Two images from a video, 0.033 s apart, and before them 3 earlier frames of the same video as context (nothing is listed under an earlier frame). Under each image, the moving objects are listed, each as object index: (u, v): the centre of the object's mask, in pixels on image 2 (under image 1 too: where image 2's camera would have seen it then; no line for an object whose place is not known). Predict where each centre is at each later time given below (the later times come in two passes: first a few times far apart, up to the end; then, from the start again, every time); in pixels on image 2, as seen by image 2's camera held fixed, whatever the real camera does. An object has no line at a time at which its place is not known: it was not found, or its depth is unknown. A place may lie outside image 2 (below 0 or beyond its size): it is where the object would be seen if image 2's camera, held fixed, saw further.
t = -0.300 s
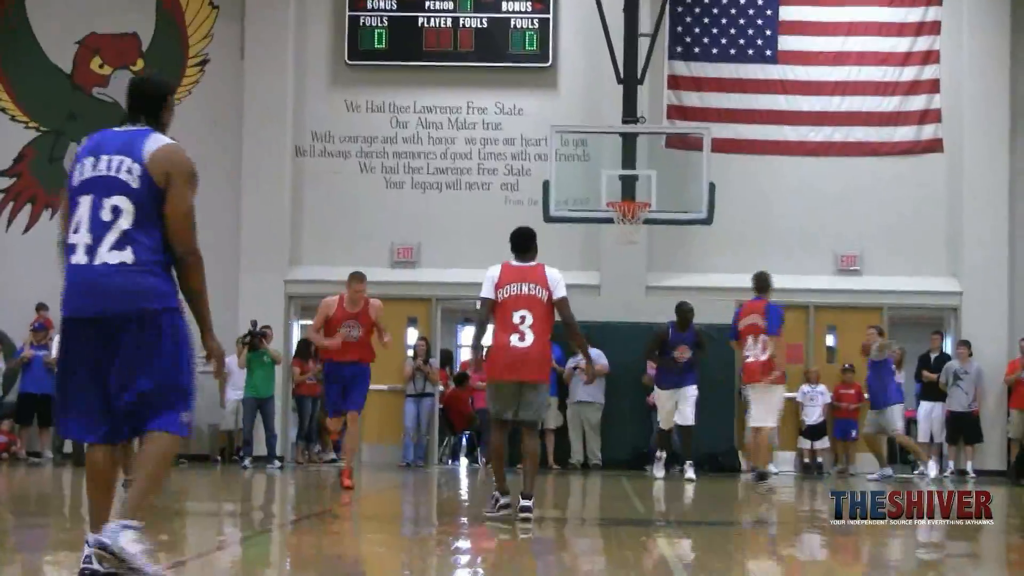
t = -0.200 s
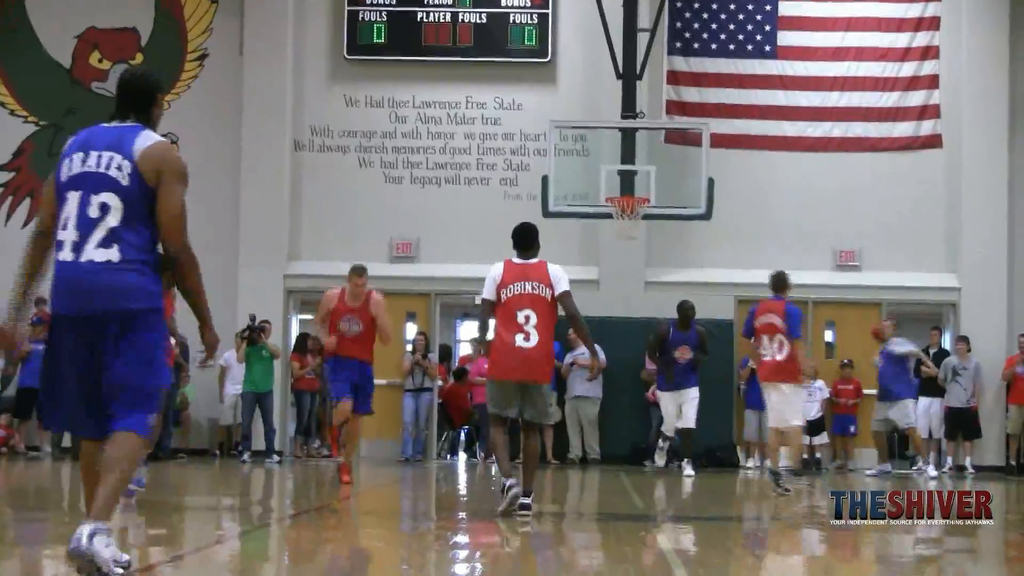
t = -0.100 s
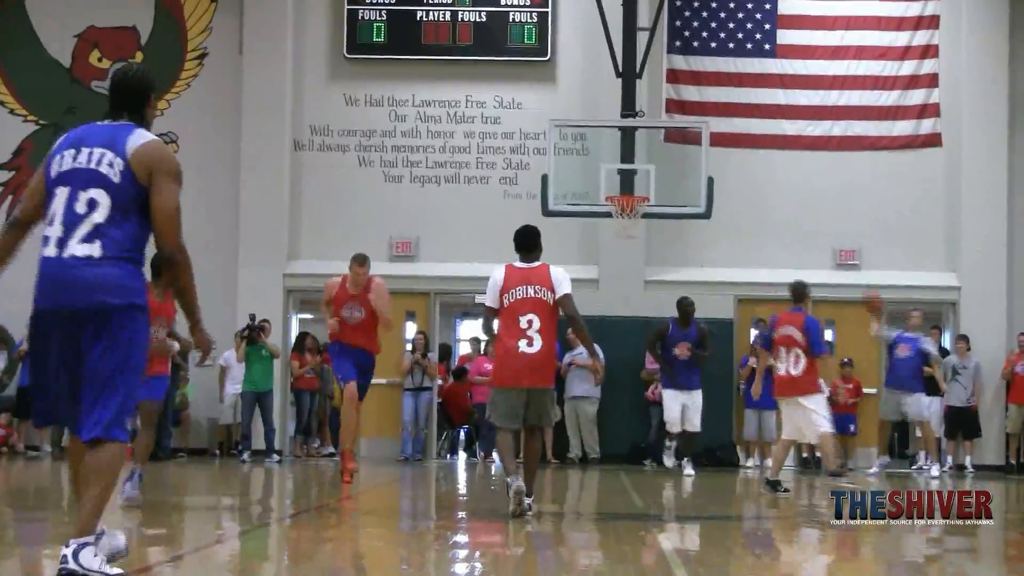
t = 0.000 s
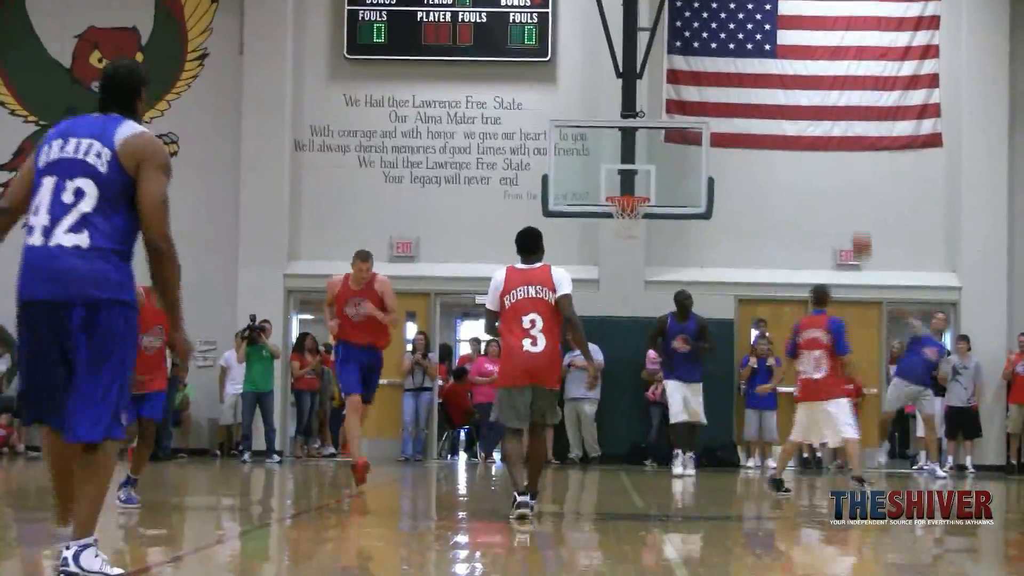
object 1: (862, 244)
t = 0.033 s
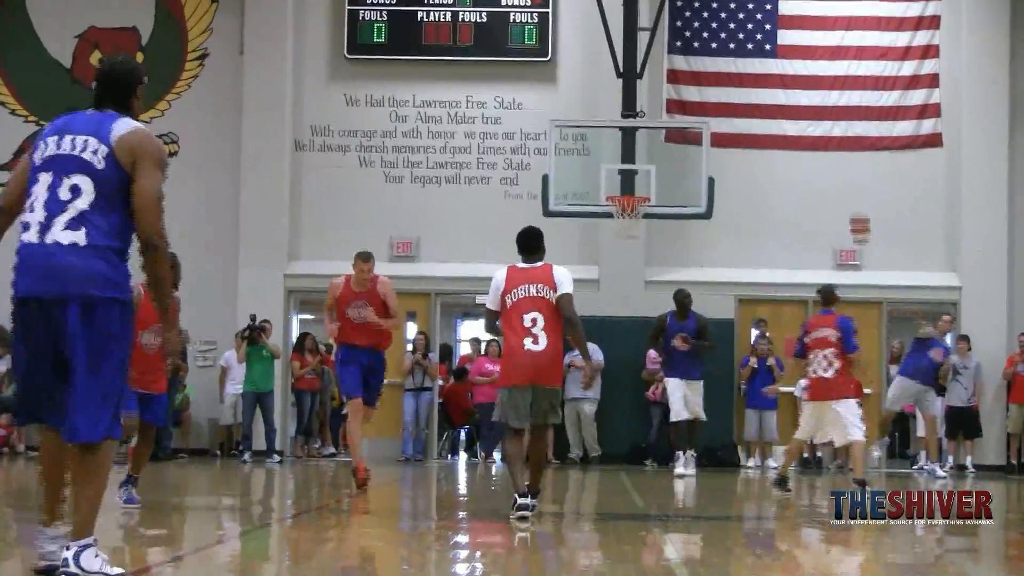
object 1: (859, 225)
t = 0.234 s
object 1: (842, 123)
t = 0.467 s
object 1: (811, 12)
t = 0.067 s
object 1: (857, 207)
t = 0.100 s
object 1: (854, 189)
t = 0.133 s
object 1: (852, 172)
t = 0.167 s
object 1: (849, 156)
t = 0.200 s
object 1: (846, 139)
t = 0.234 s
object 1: (842, 123)
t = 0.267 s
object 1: (838, 102)
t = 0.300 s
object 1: (835, 88)
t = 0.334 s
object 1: (830, 72)
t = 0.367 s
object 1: (824, 55)
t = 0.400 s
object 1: (821, 42)
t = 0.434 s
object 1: (815, 24)
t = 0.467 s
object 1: (811, 12)
